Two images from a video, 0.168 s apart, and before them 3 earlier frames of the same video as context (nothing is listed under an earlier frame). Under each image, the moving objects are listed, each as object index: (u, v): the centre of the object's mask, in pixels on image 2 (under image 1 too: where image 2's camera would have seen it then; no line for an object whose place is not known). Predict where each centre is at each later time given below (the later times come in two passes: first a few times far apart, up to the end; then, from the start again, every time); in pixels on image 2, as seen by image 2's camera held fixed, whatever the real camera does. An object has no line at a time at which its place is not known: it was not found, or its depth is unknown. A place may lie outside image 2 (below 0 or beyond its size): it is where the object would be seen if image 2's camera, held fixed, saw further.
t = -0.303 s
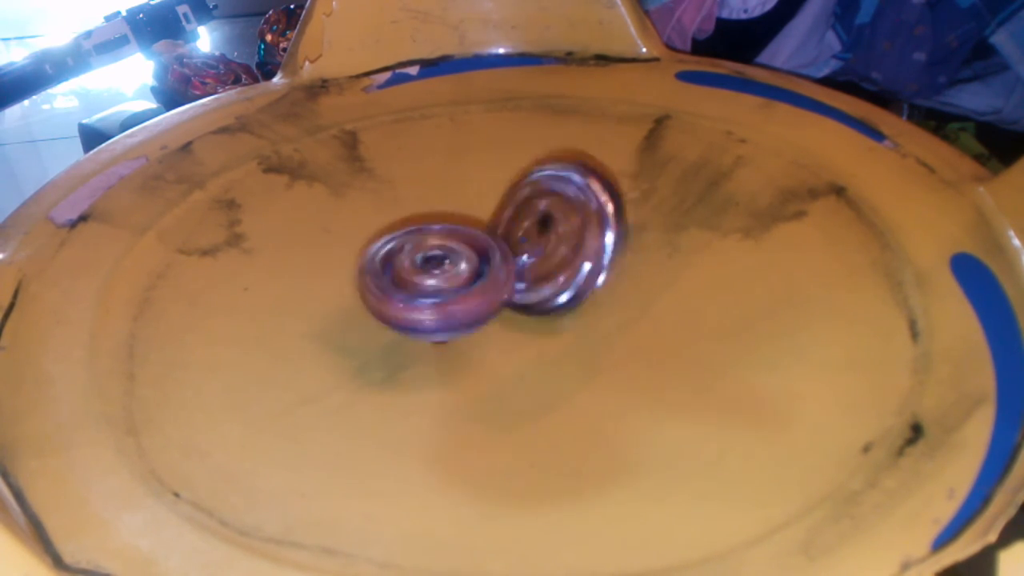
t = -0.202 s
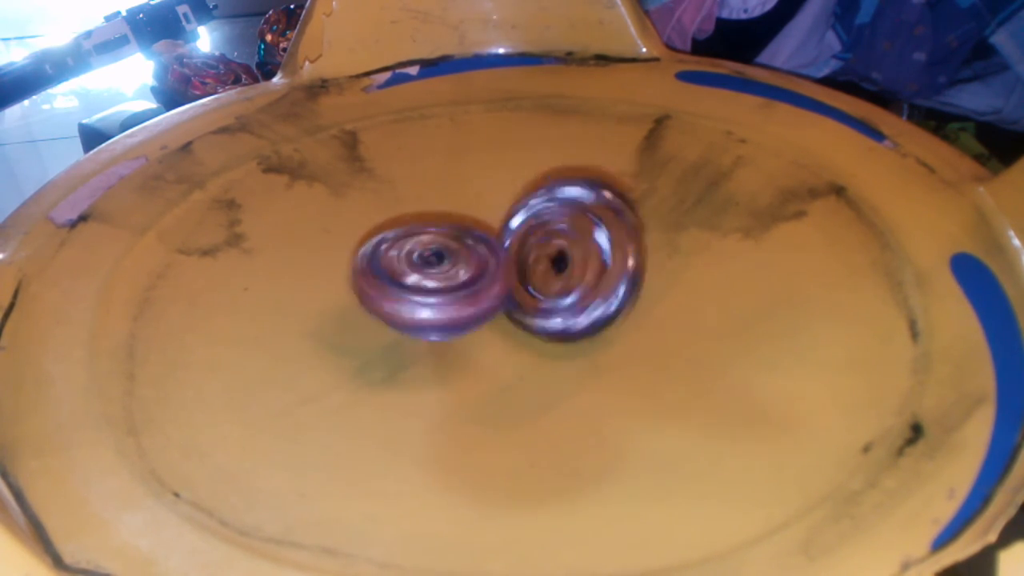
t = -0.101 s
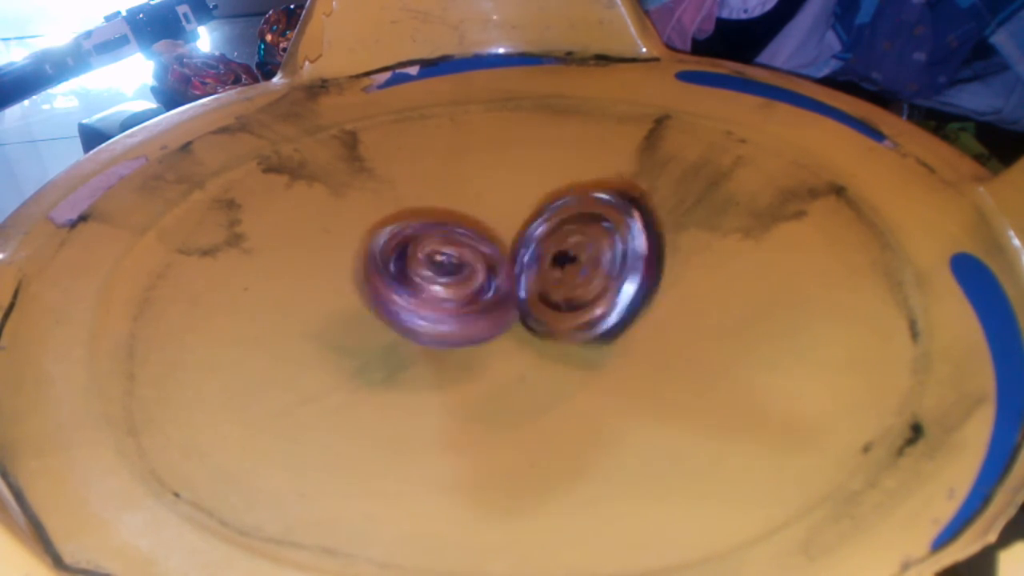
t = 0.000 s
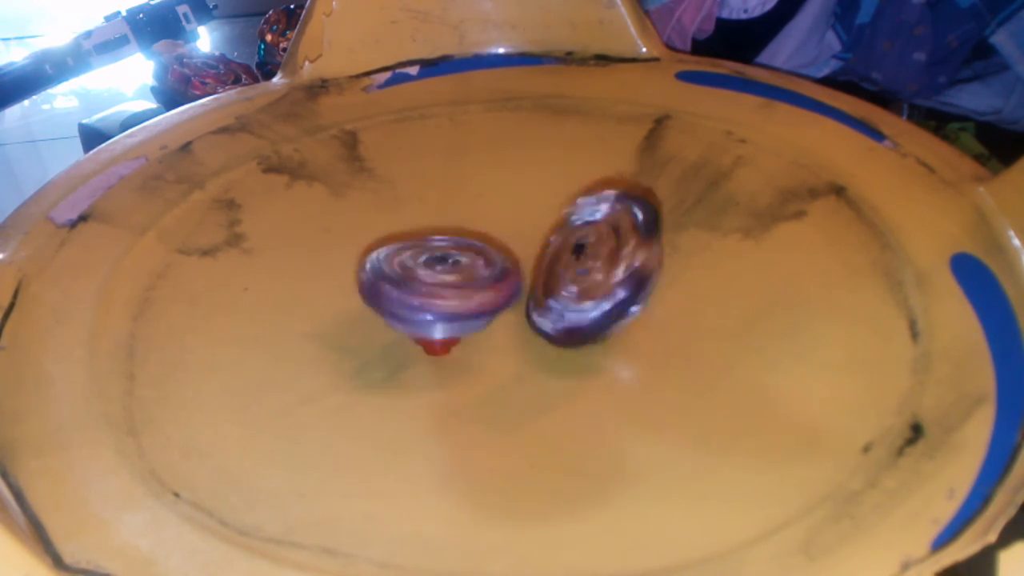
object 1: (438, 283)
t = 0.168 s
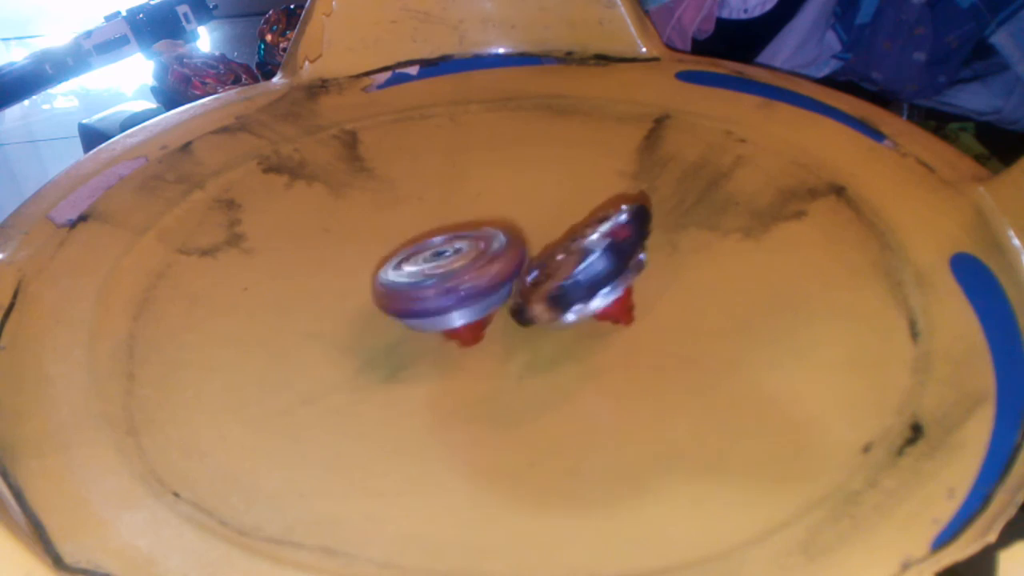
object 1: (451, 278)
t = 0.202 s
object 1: (452, 274)
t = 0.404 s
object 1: (437, 256)
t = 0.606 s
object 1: (430, 280)
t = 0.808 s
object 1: (436, 251)
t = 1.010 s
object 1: (467, 249)
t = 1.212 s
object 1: (463, 251)
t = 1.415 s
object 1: (453, 254)
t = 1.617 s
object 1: (463, 251)
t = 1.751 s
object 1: (463, 250)
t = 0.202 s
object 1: (452, 274)
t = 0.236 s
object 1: (452, 271)
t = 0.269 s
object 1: (449, 266)
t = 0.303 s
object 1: (446, 262)
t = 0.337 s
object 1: (444, 259)
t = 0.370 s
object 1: (442, 256)
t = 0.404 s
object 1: (437, 256)
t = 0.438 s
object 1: (430, 258)
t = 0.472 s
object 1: (422, 260)
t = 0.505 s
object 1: (419, 266)
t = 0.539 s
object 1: (422, 269)
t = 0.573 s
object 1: (425, 273)
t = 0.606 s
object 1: (430, 280)
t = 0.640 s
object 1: (429, 283)
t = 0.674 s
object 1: (445, 260)
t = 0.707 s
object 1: (438, 253)
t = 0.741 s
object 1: (432, 252)
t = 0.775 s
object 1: (434, 251)
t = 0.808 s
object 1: (436, 251)
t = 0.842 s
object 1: (431, 250)
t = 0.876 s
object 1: (440, 251)
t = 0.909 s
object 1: (445, 250)
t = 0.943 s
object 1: (449, 251)
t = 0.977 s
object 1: (462, 249)
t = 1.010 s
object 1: (467, 249)
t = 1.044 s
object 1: (467, 249)
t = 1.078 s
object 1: (466, 249)
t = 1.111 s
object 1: (466, 249)
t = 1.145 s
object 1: (454, 253)
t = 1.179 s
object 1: (463, 250)
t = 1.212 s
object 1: (463, 251)
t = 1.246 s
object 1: (463, 250)
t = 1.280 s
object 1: (463, 251)
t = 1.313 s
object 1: (454, 253)
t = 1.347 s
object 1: (452, 254)
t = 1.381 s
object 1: (452, 255)
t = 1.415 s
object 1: (453, 254)
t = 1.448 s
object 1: (454, 254)
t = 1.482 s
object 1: (455, 253)
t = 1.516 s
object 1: (462, 251)
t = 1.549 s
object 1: (462, 251)
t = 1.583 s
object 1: (463, 250)
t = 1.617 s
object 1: (463, 251)
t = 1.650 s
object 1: (463, 250)
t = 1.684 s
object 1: (463, 251)
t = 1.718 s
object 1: (464, 250)
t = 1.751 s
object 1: (463, 250)
